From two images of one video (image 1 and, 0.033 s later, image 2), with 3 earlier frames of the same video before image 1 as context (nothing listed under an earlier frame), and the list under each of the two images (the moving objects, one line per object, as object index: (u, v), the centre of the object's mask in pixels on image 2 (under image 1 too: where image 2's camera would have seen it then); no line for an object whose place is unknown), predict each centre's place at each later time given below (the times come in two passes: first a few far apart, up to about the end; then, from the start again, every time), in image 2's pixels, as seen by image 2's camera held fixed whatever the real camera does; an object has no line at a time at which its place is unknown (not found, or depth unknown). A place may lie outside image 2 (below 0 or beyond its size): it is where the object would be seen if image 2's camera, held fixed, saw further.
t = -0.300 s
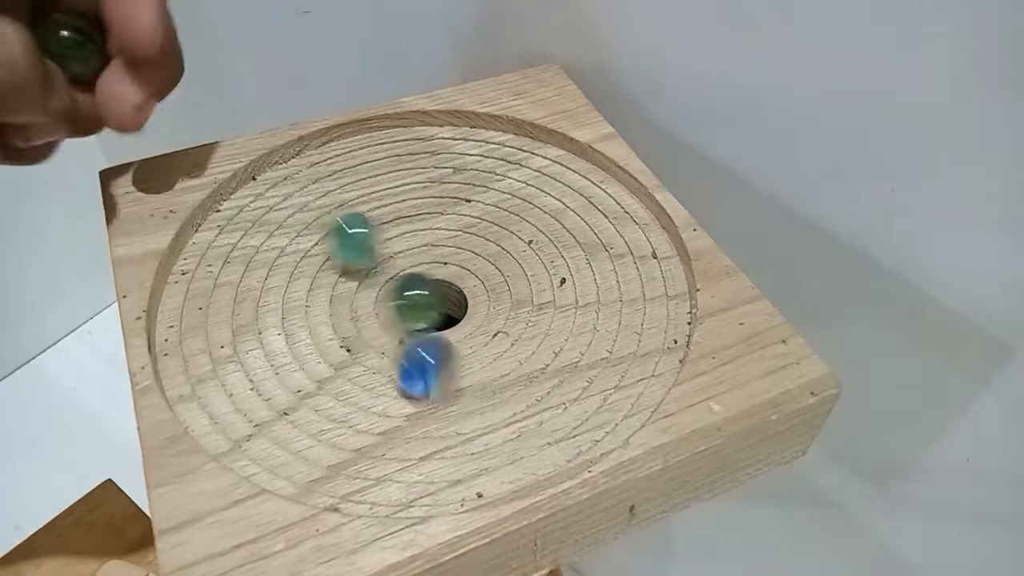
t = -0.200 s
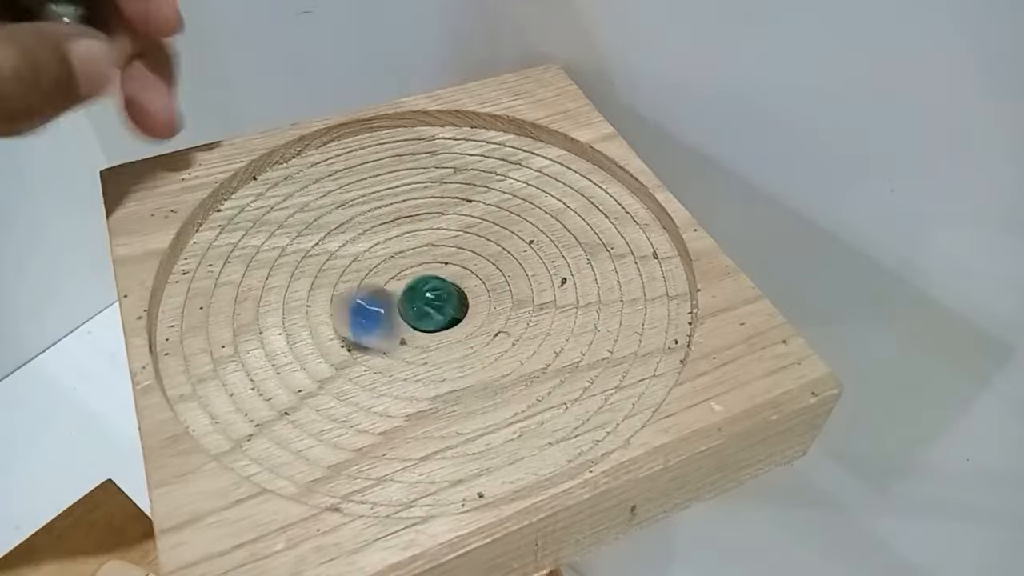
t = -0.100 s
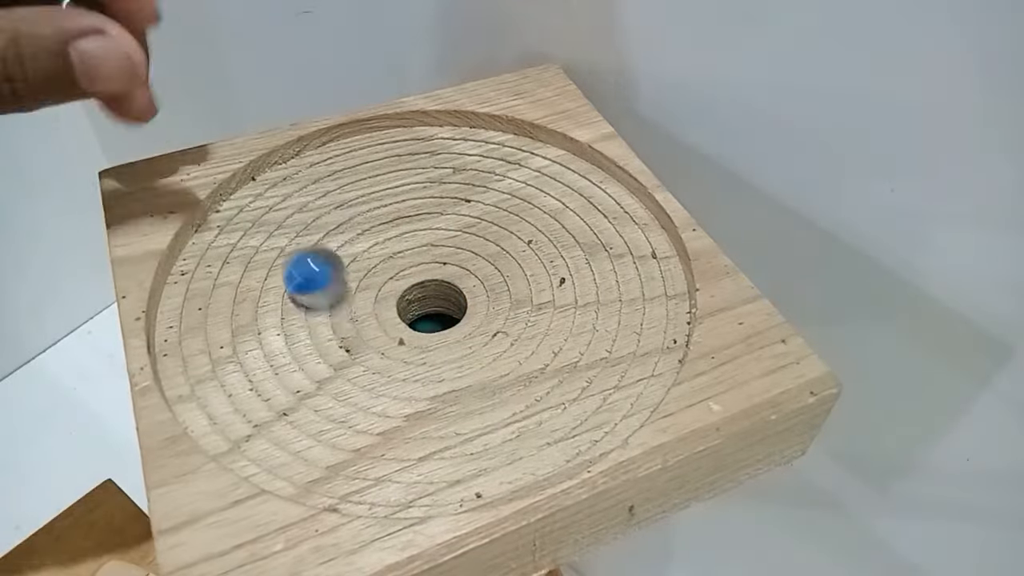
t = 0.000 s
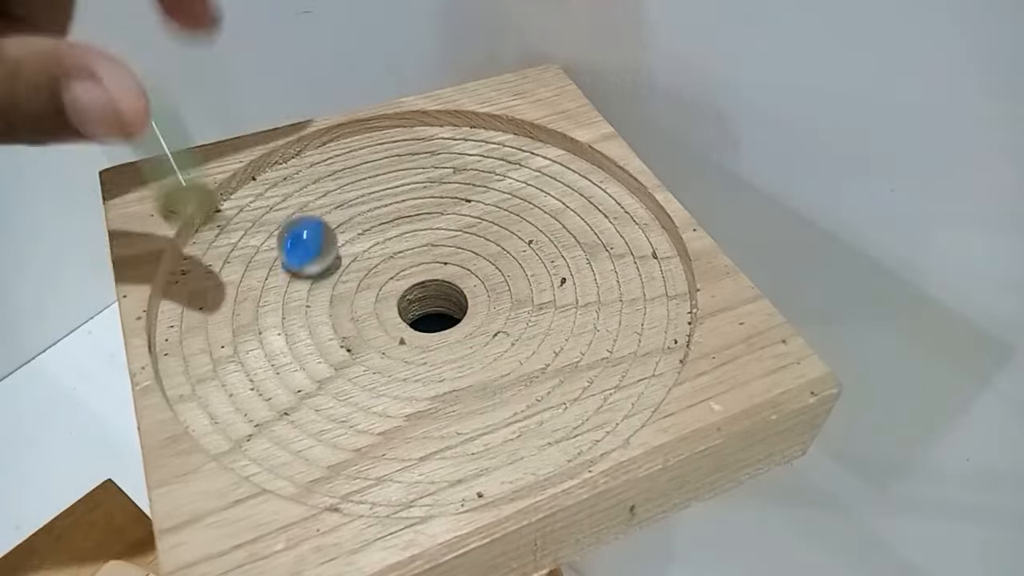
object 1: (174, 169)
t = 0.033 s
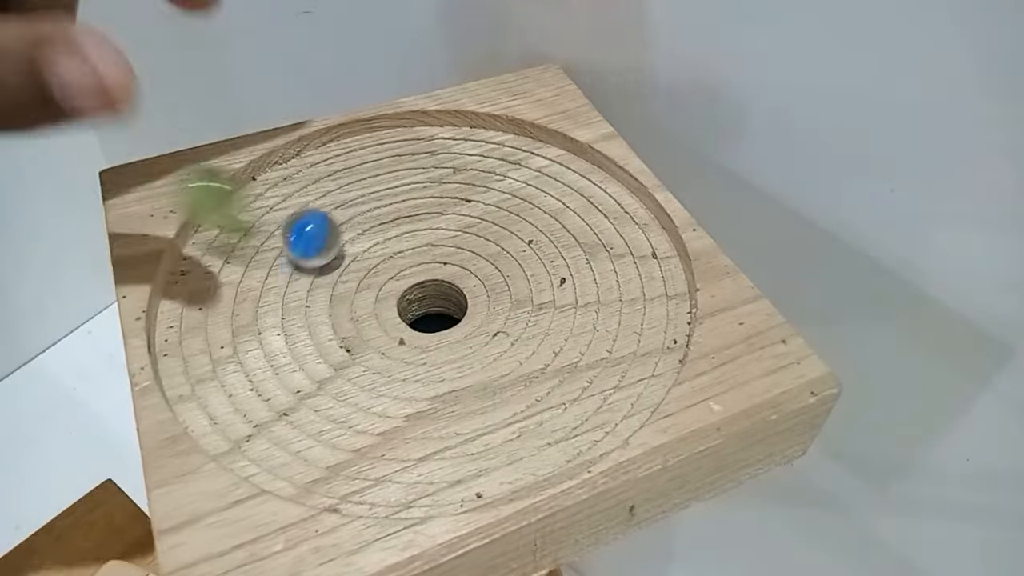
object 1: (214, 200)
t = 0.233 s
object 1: (529, 386)
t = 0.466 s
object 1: (613, 324)
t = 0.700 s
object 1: (460, 254)
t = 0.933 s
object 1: (319, 270)
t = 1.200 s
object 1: (402, 295)
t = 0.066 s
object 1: (267, 224)
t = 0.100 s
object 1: (314, 282)
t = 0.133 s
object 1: (363, 314)
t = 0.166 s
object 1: (418, 346)
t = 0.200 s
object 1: (476, 373)
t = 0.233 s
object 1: (529, 386)
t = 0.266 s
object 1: (579, 394)
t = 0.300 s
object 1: (618, 394)
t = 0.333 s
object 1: (619, 382)
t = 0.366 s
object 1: (622, 369)
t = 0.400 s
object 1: (624, 354)
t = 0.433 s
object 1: (619, 338)
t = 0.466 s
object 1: (613, 324)
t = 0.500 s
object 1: (601, 311)
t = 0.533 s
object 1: (587, 297)
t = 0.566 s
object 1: (566, 287)
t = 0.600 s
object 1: (542, 274)
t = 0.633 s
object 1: (517, 267)
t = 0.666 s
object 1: (490, 259)
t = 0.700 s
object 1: (460, 254)
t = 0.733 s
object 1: (428, 254)
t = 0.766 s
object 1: (397, 259)
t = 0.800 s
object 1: (366, 268)
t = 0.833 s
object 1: (342, 281)
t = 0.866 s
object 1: (330, 281)
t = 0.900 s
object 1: (324, 277)
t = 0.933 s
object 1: (319, 270)
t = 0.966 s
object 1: (318, 269)
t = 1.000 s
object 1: (322, 269)
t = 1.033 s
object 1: (327, 270)
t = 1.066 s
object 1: (334, 274)
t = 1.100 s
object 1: (348, 280)
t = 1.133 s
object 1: (363, 285)
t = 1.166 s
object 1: (383, 292)
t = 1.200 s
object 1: (402, 295)
